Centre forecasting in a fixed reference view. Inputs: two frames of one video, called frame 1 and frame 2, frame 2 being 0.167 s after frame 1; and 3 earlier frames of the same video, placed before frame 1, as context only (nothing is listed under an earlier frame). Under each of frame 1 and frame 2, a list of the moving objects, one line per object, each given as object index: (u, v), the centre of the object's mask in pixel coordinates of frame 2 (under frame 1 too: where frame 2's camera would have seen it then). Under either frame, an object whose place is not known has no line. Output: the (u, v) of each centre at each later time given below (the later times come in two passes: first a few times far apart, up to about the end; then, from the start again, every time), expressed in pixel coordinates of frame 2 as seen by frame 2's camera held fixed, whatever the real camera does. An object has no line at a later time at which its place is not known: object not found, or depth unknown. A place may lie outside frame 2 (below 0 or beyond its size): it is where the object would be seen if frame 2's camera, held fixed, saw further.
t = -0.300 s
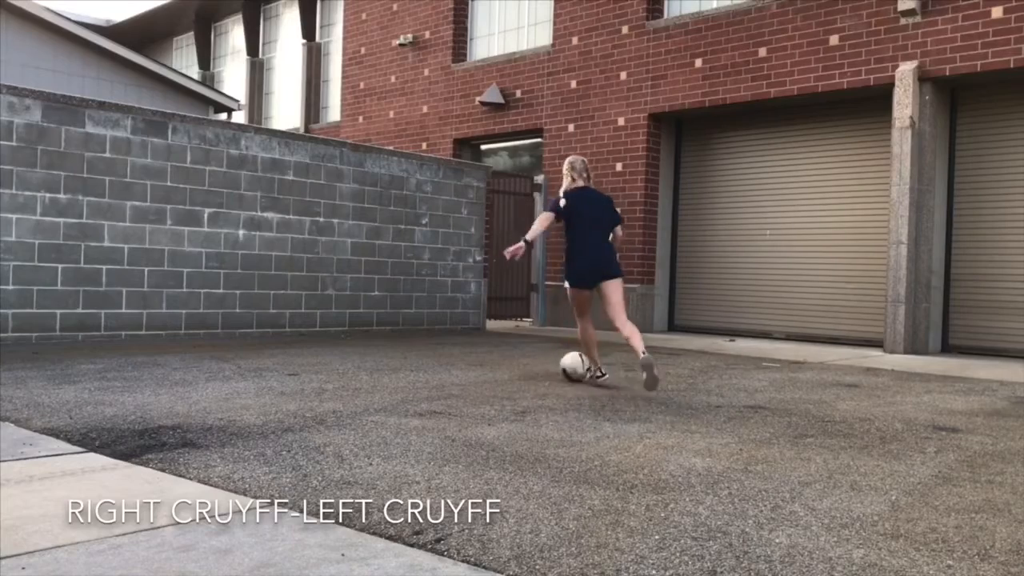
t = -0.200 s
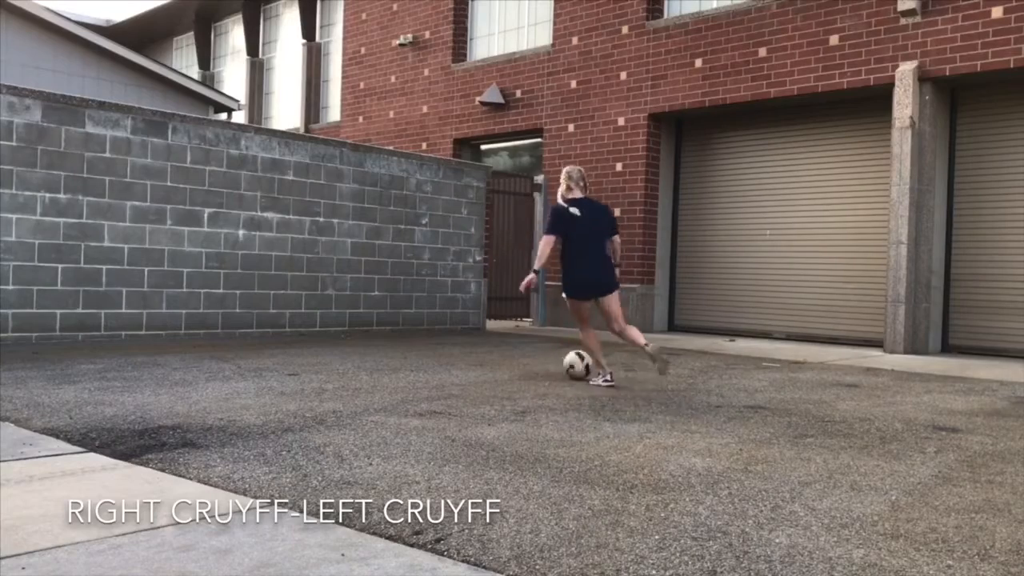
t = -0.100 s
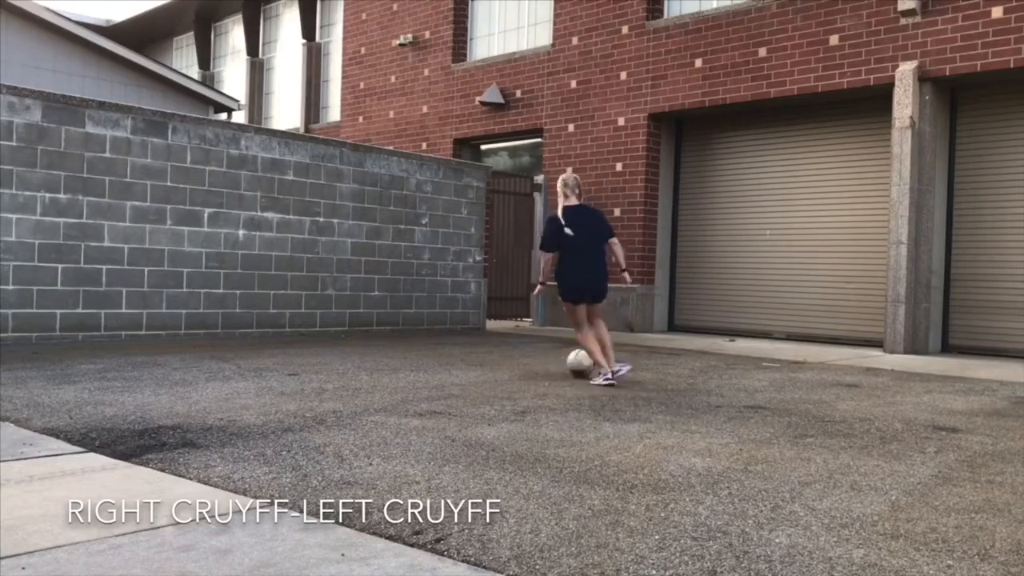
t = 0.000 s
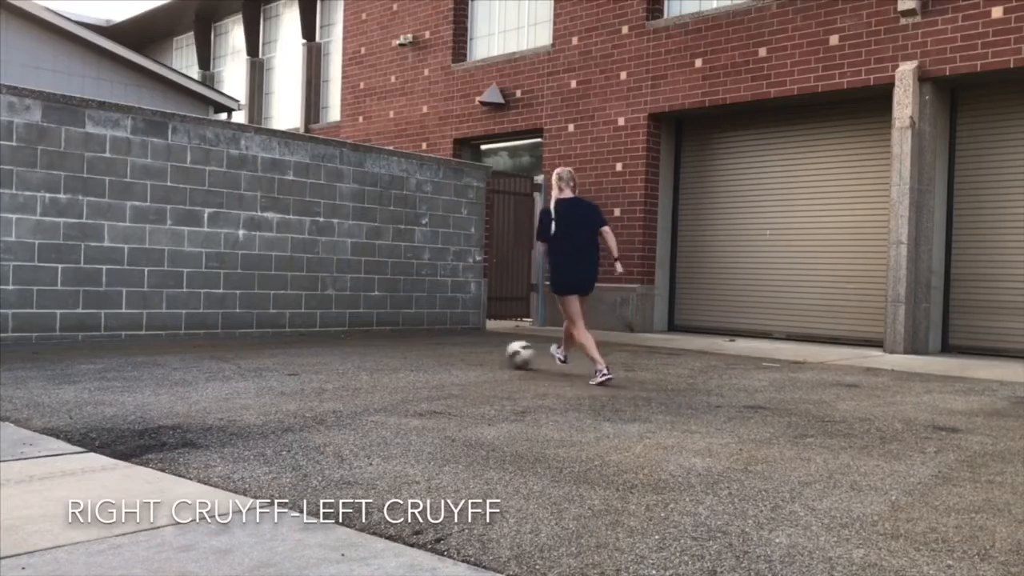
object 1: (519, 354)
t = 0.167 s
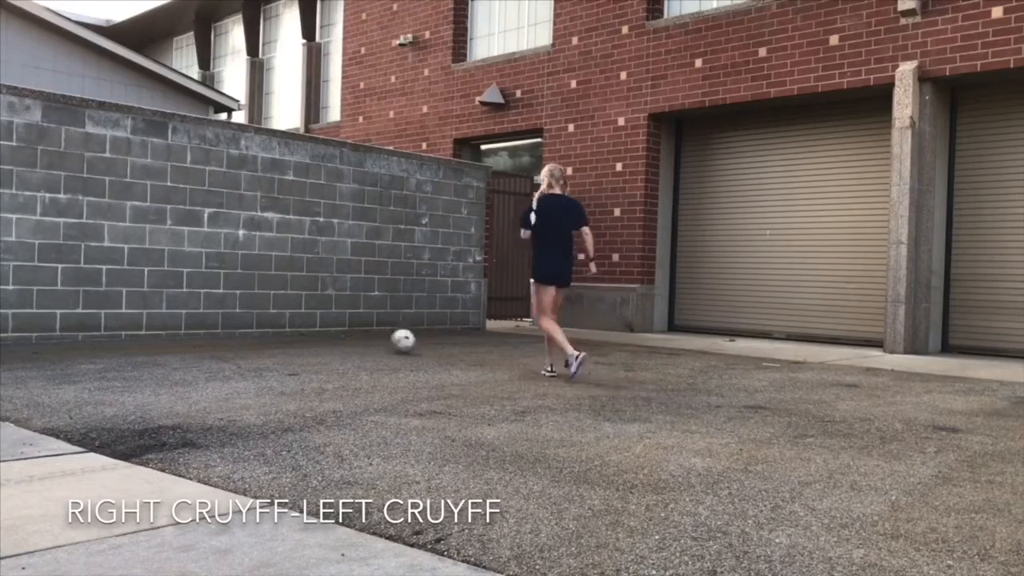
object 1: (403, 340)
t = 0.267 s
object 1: (348, 335)
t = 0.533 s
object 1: (264, 320)
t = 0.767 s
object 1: (338, 319)
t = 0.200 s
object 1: (383, 339)
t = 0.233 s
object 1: (366, 337)
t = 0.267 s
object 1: (348, 335)
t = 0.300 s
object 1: (332, 334)
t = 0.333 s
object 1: (317, 331)
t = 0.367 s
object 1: (302, 331)
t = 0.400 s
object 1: (288, 329)
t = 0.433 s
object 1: (276, 328)
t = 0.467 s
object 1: (264, 326)
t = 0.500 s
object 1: (253, 325)
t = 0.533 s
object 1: (264, 320)
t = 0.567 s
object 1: (274, 316)
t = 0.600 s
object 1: (284, 314)
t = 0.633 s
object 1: (295, 313)
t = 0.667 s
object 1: (305, 313)
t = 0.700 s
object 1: (316, 314)
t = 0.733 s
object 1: (326, 316)
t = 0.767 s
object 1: (338, 319)
